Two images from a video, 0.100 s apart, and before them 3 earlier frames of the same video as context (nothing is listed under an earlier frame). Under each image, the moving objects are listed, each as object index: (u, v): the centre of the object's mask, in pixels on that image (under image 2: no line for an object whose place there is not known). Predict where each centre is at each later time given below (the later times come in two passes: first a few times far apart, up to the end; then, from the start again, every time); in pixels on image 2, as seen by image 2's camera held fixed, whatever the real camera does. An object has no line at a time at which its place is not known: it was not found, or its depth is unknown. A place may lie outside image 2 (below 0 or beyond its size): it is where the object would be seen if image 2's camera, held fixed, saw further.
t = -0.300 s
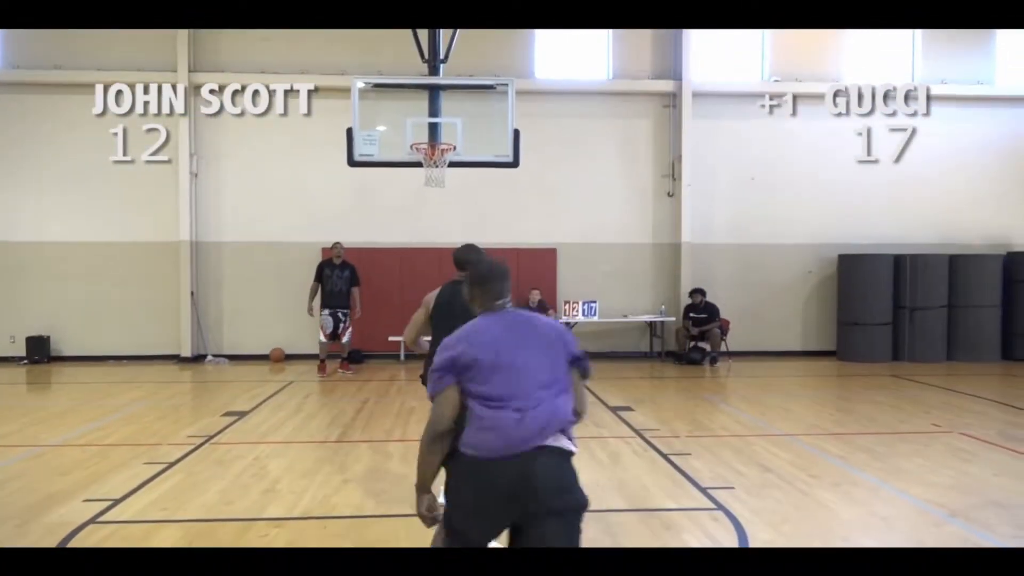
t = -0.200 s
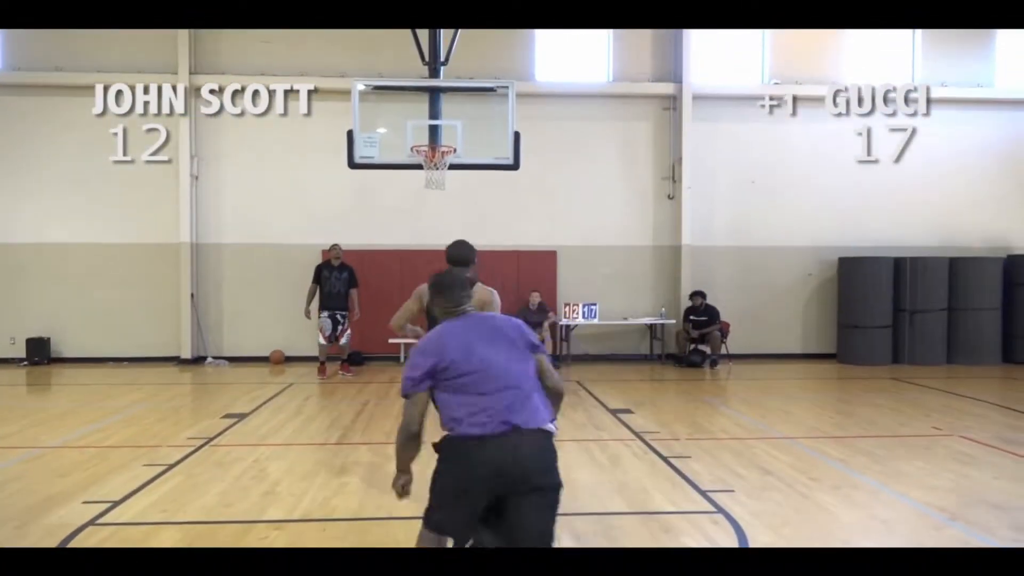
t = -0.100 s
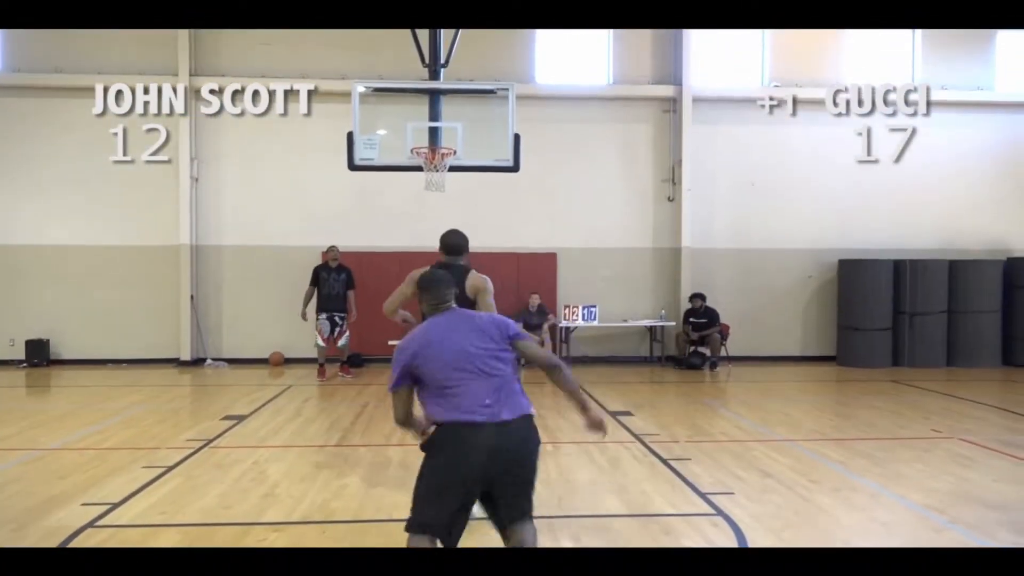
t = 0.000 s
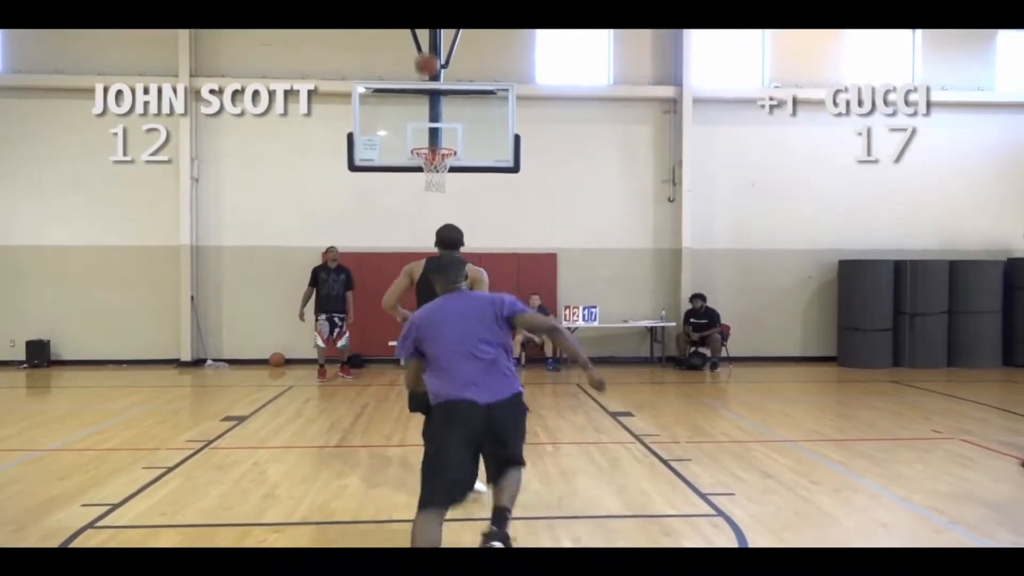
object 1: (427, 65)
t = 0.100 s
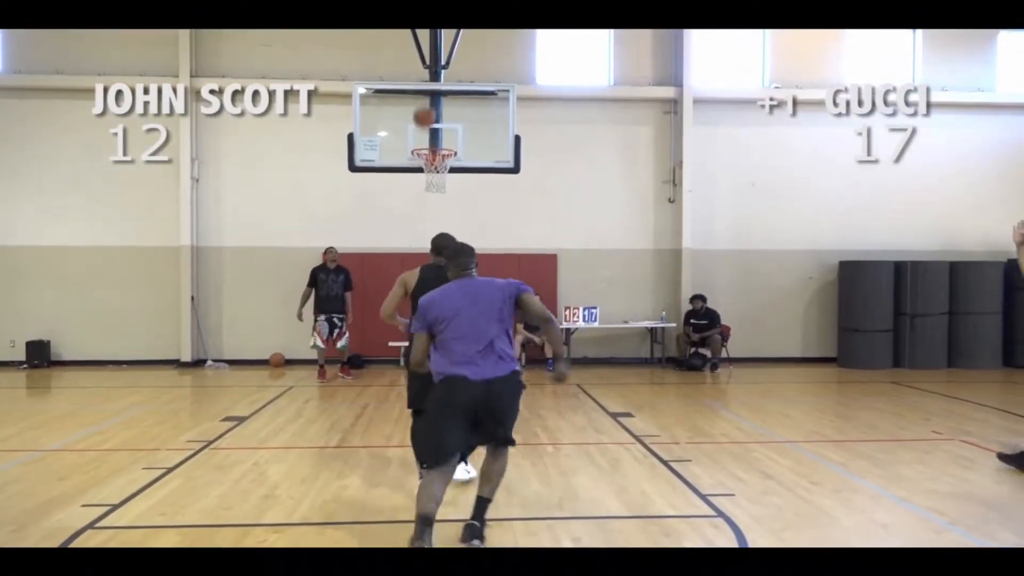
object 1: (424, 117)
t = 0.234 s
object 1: (430, 144)
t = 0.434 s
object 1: (470, 115)
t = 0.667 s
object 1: (515, 120)
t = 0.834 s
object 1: (547, 150)
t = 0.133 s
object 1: (423, 135)
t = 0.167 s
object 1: (424, 142)
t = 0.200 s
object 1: (426, 142)
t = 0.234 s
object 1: (430, 144)
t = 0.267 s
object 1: (437, 138)
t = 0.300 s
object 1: (444, 132)
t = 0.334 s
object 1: (451, 126)
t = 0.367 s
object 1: (457, 121)
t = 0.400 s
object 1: (464, 117)
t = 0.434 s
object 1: (470, 115)
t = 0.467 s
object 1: (476, 113)
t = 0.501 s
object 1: (483, 112)
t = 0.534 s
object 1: (489, 112)
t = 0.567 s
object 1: (496, 112)
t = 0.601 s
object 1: (502, 114)
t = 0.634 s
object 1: (509, 117)
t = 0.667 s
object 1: (515, 120)
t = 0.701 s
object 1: (522, 124)
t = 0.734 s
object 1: (528, 129)
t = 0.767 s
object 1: (534, 136)
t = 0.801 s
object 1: (540, 142)
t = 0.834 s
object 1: (547, 150)
